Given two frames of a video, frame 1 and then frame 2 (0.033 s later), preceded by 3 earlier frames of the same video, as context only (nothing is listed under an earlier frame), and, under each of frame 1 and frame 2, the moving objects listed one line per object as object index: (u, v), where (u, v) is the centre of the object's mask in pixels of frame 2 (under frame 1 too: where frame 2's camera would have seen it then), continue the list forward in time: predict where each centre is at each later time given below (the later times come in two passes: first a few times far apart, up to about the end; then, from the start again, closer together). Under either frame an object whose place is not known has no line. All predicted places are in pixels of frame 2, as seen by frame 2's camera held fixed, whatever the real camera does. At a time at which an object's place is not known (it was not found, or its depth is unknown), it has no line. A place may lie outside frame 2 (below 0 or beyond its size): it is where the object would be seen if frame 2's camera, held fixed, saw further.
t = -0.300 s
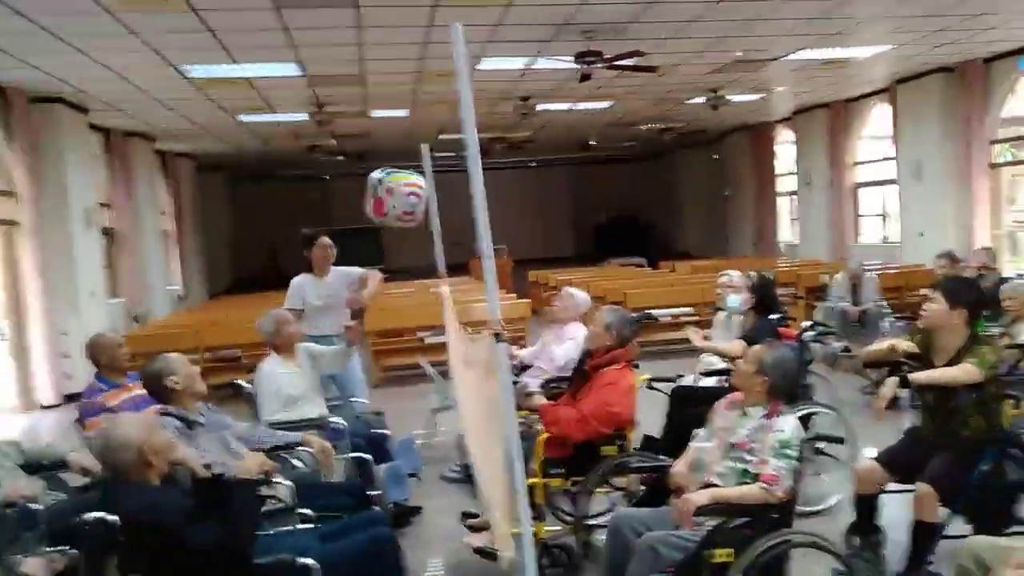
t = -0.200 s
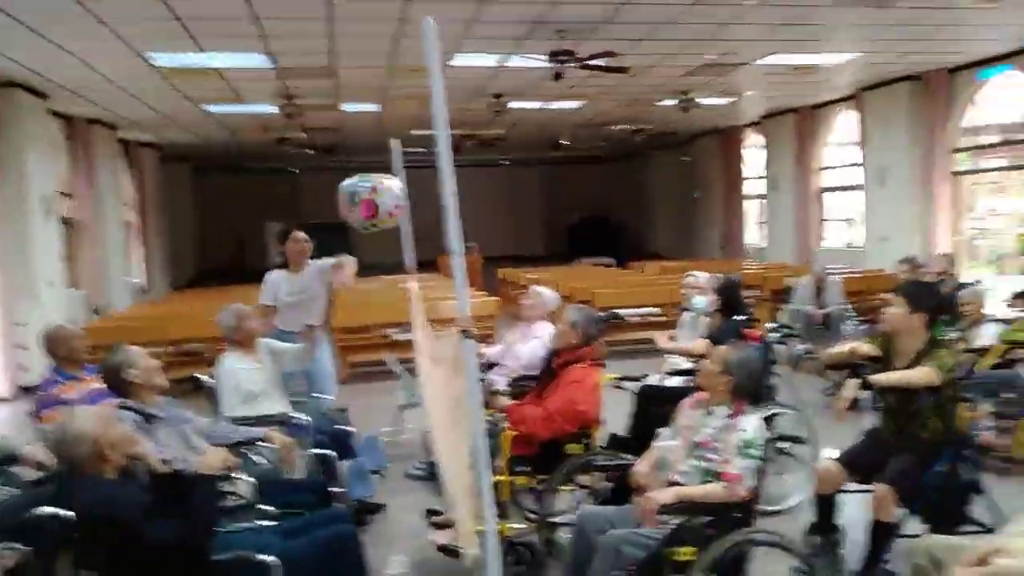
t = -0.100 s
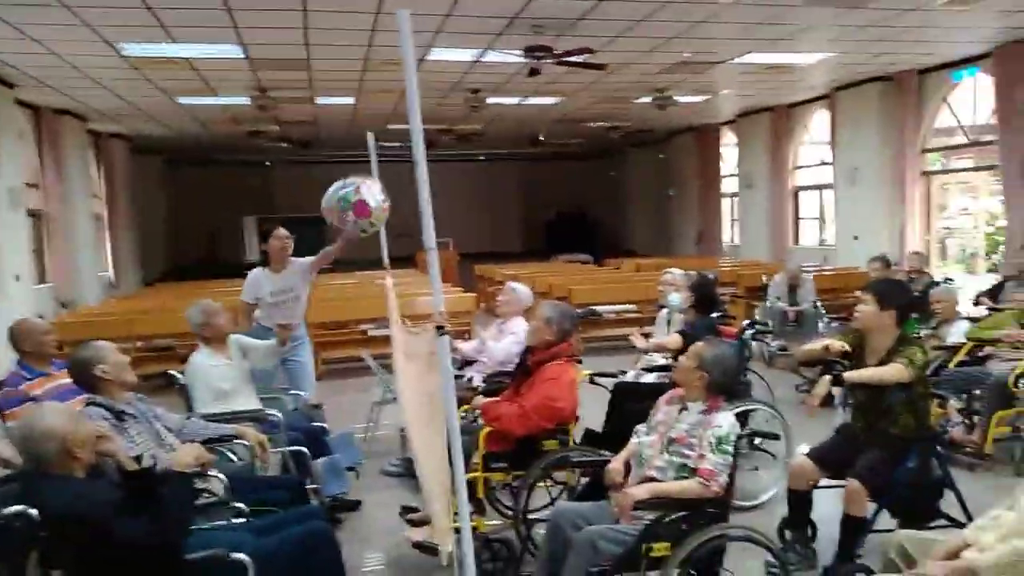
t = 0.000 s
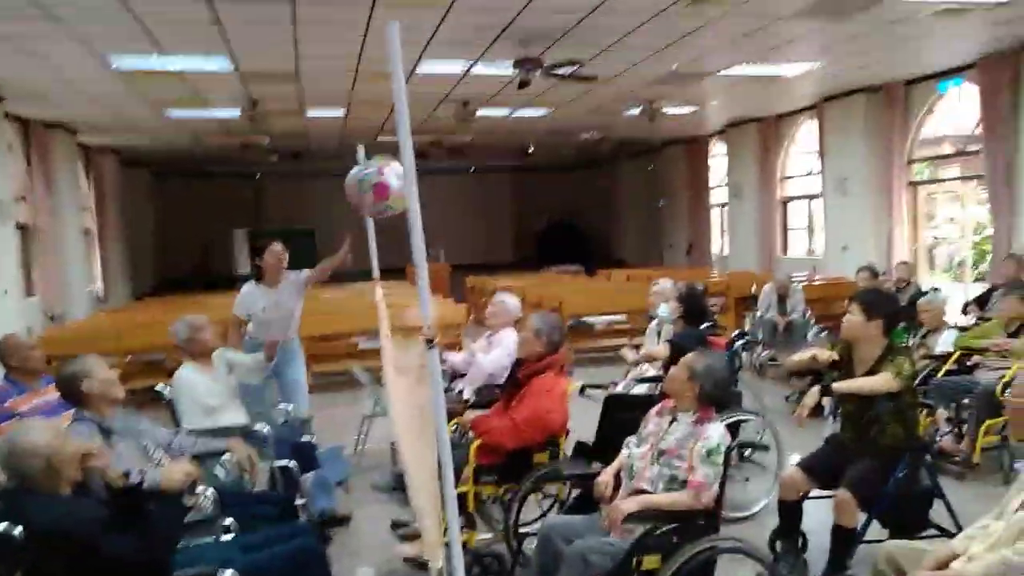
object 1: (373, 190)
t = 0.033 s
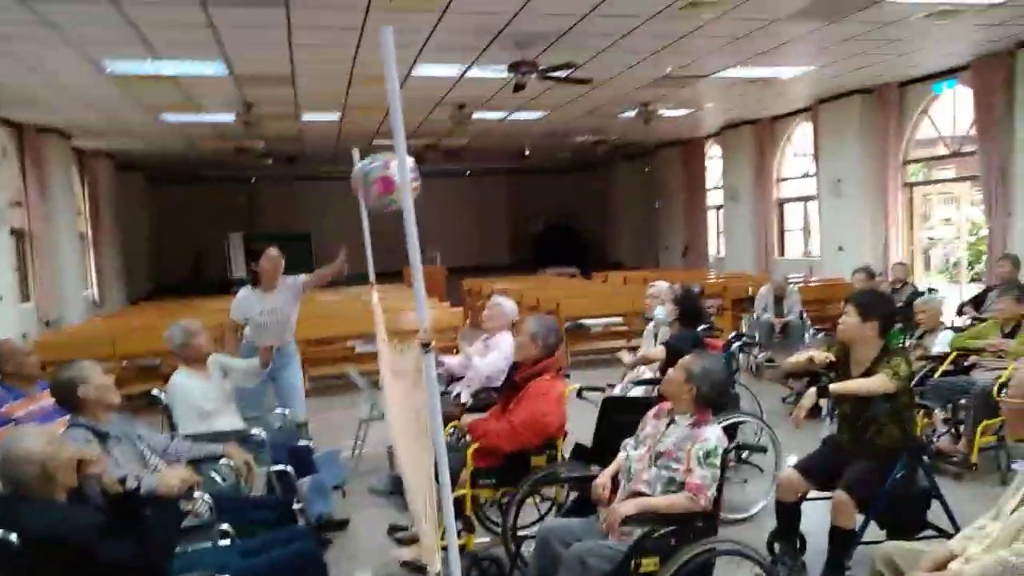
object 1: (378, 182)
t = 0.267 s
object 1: (455, 135)
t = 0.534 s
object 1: (511, 122)
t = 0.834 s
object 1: (554, 150)
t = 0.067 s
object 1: (395, 172)
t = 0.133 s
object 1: (427, 155)
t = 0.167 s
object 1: (432, 149)
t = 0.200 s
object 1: (437, 144)
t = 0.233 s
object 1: (446, 139)
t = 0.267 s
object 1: (455, 135)
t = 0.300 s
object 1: (463, 130)
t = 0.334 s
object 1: (472, 127)
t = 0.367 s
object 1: (478, 125)
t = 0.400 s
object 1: (485, 123)
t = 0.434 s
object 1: (492, 121)
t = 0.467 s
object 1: (497, 121)
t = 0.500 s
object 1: (505, 122)
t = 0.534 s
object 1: (511, 122)
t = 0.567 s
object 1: (517, 123)
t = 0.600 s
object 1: (523, 125)
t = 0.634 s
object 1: (528, 127)
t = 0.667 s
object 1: (533, 130)
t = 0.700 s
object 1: (538, 132)
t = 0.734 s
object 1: (542, 136)
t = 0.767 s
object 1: (546, 142)
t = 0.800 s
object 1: (550, 145)
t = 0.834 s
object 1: (554, 150)
